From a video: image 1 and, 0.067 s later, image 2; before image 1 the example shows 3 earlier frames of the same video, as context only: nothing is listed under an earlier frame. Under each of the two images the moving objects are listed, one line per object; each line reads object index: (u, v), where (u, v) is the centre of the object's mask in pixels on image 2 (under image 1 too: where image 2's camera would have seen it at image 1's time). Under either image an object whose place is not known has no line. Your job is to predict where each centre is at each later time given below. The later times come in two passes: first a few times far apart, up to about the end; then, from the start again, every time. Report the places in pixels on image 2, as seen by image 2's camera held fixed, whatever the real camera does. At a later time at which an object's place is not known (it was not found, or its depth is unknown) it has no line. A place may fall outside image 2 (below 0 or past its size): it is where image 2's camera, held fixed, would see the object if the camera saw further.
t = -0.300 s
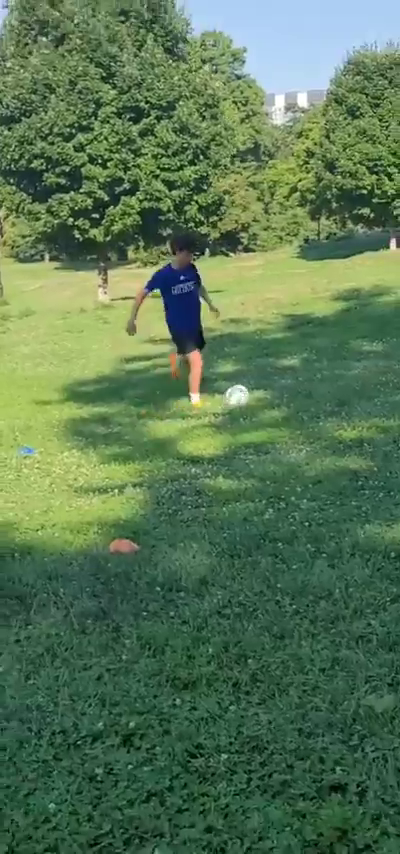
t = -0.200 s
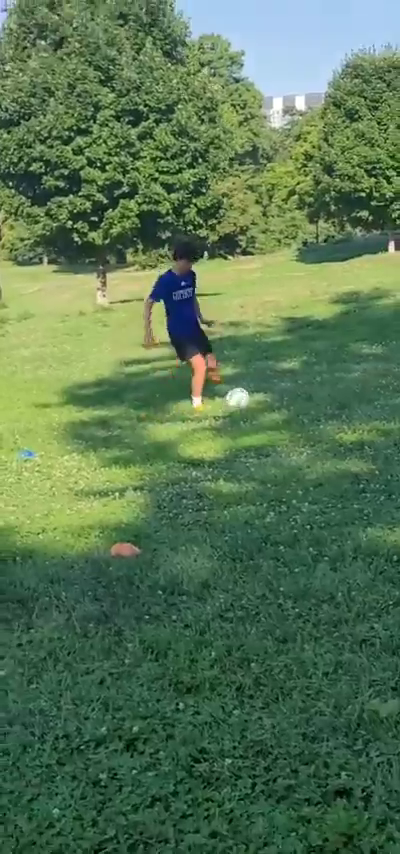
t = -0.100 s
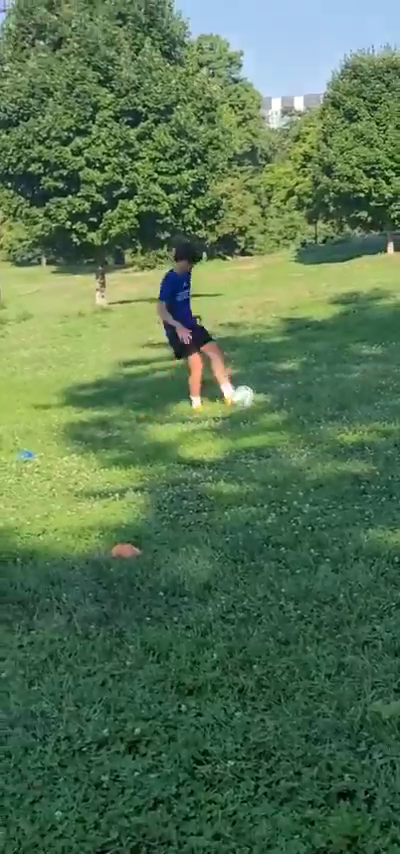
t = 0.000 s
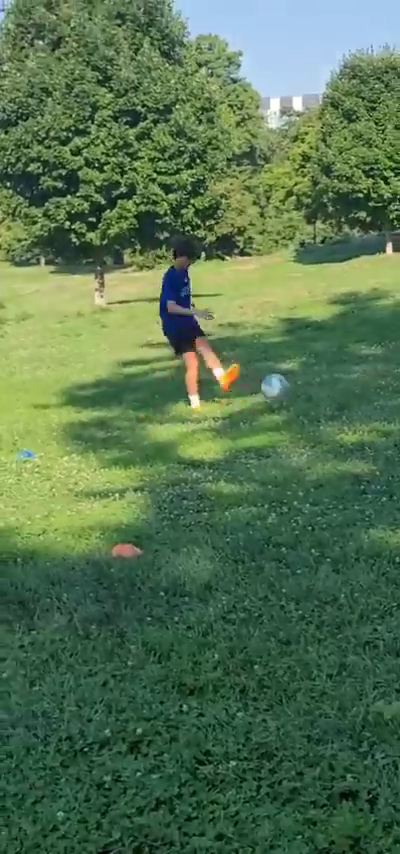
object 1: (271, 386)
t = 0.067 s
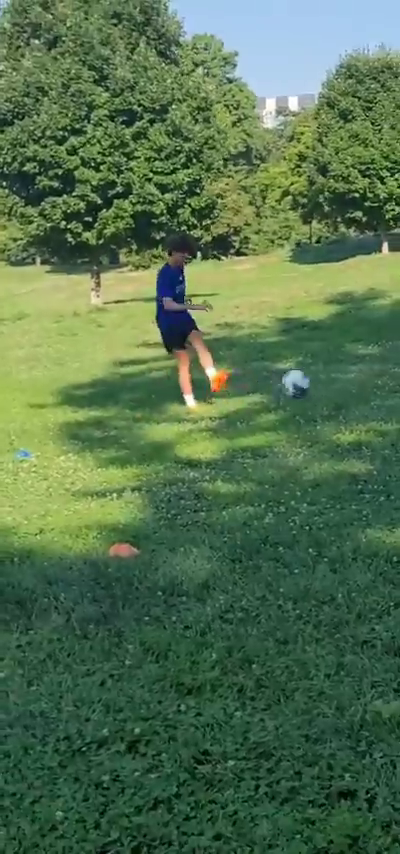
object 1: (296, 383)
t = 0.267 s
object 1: (391, 412)
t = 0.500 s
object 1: (566, 507)
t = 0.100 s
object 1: (308, 384)
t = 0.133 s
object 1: (322, 386)
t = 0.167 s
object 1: (338, 390)
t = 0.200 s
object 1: (355, 395)
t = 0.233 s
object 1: (372, 401)
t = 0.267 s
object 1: (391, 412)
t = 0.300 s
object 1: (414, 424)
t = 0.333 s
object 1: (436, 440)
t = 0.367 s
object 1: (460, 461)
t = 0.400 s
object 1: (482, 484)
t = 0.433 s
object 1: (510, 508)
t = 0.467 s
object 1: (536, 509)
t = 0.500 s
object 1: (566, 507)
